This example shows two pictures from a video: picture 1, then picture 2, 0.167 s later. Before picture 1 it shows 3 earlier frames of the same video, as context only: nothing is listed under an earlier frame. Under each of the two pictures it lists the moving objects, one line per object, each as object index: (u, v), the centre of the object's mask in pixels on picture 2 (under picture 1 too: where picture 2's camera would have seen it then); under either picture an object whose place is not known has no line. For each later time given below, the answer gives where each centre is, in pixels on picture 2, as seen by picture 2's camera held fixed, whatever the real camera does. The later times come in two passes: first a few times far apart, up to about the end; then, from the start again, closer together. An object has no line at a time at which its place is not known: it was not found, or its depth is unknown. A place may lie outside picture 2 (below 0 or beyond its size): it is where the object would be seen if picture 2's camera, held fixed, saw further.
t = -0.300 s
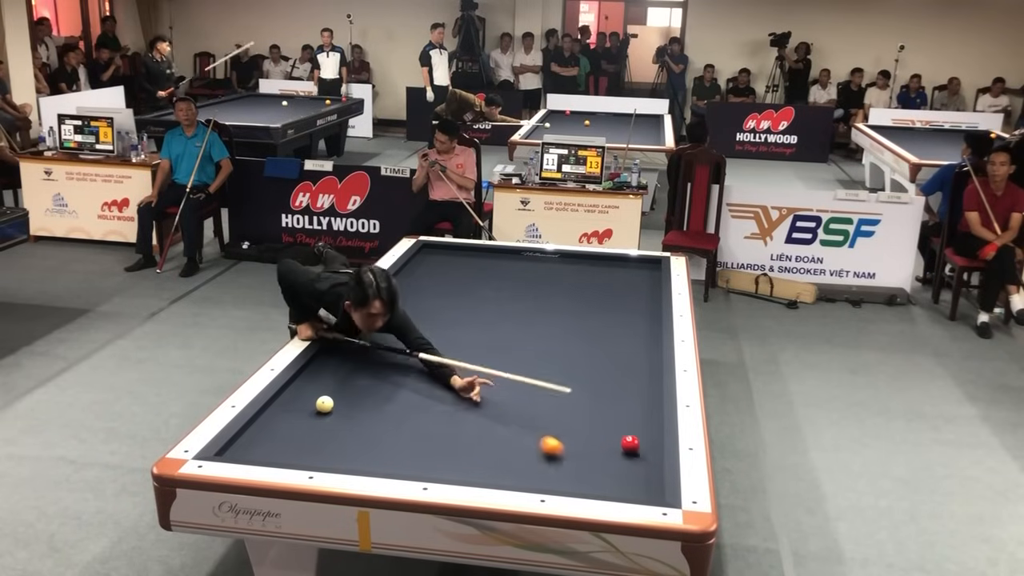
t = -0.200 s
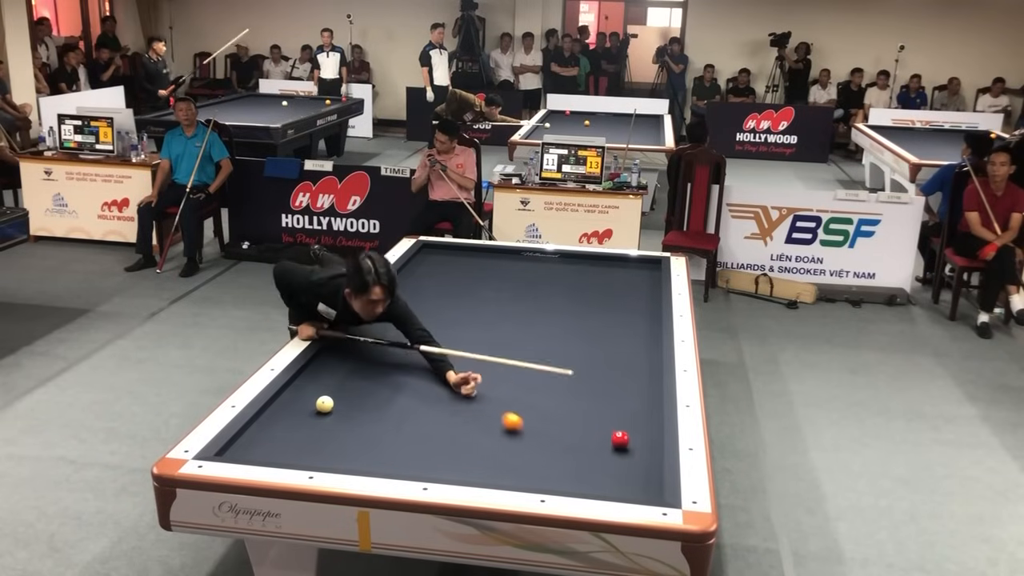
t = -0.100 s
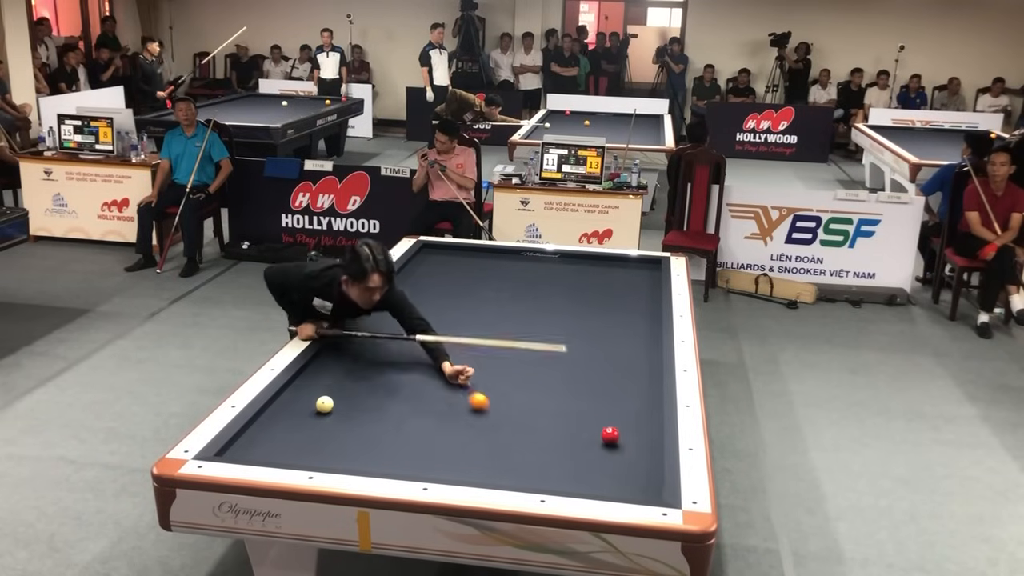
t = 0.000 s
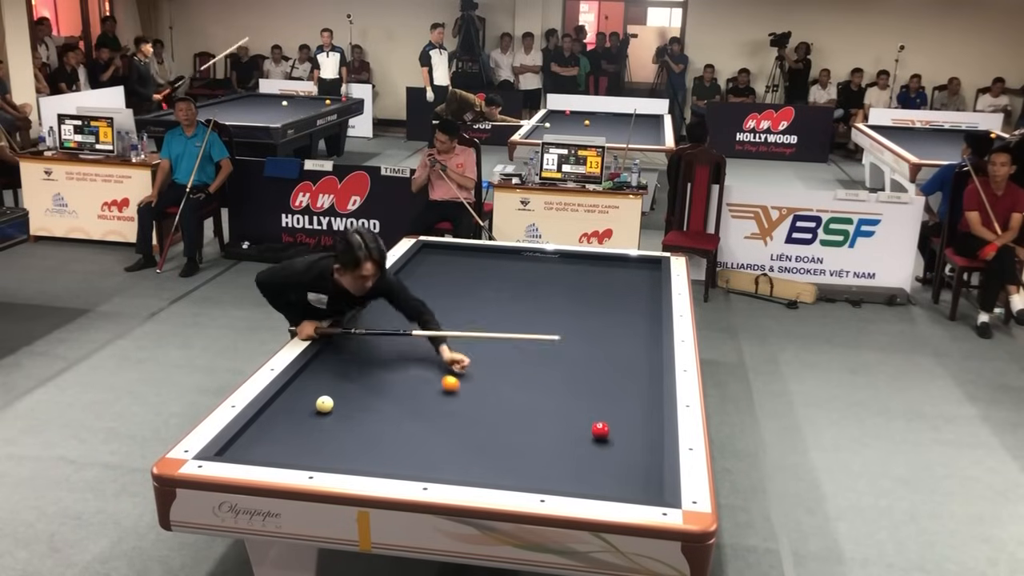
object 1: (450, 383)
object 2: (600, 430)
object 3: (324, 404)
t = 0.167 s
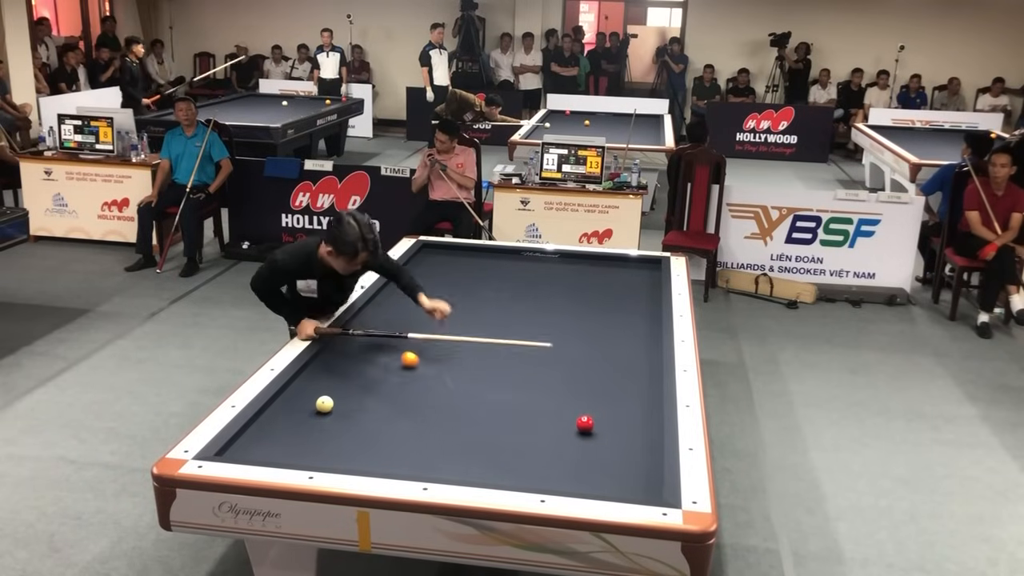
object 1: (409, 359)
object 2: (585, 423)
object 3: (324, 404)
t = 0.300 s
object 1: (380, 342)
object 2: (573, 418)
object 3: (325, 404)
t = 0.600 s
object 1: (393, 313)
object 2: (548, 407)
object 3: (324, 404)
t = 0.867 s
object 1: (450, 295)
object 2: (528, 397)
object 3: (324, 404)
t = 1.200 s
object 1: (509, 275)
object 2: (504, 387)
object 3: (324, 404)
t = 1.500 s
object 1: (554, 261)
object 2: (484, 379)
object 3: (324, 404)
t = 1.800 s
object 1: (595, 264)
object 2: (466, 370)
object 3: (324, 404)
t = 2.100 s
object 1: (638, 277)
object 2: (450, 363)
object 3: (324, 404)
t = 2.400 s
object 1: (637, 288)
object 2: (434, 356)
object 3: (324, 404)
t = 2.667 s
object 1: (613, 297)
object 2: (421, 350)
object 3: (324, 404)
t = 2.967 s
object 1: (584, 307)
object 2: (407, 344)
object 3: (324, 404)
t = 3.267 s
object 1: (554, 318)
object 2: (395, 339)
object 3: (324, 404)
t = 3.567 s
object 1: (522, 329)
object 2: (383, 334)
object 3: (324, 404)
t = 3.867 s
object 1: (489, 341)
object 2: (372, 329)
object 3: (324, 404)
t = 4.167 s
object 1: (453, 354)
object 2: (362, 324)
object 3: (324, 404)
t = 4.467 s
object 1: (415, 368)
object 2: (355, 320)
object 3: (324, 404)
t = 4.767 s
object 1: (374, 383)
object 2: (363, 319)
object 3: (324, 404)
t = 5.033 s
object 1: (337, 397)
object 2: (370, 318)
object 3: (324, 404)
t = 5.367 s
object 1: (311, 399)
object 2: (377, 317)
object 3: (300, 421)
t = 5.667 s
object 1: (290, 400)
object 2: (383, 316)
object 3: (279, 435)
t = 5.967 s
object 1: (279, 402)
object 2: (388, 315)
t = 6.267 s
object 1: (286, 403)
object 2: (392, 315)
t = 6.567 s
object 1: (293, 404)
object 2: (396, 314)
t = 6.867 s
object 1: (298, 405)
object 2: (398, 314)
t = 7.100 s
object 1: (301, 406)
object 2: (400, 314)
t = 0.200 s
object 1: (402, 355)
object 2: (582, 422)
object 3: (324, 404)
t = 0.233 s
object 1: (394, 351)
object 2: (579, 420)
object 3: (325, 404)
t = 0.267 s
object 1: (387, 346)
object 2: (576, 419)
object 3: (325, 404)
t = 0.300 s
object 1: (380, 342)
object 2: (573, 418)
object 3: (325, 404)
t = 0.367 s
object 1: (367, 337)
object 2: (567, 416)
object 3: (324, 404)
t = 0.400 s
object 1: (361, 334)
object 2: (565, 414)
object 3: (324, 404)
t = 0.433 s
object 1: (353, 323)
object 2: (562, 413)
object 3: (324, 404)
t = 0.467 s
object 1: (354, 321)
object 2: (559, 412)
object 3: (324, 404)
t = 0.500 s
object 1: (365, 319)
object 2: (556, 411)
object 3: (325, 404)
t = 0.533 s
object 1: (375, 317)
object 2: (554, 409)
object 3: (325, 404)
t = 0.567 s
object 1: (384, 315)
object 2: (551, 408)
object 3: (324, 404)
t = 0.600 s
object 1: (393, 313)
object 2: (548, 407)
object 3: (324, 404)
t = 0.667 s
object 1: (409, 308)
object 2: (543, 405)
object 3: (324, 404)
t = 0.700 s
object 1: (417, 306)
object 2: (540, 403)
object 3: (324, 404)
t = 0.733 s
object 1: (424, 304)
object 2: (538, 402)
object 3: (324, 404)
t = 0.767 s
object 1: (431, 301)
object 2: (535, 401)
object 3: (324, 404)
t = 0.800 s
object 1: (438, 299)
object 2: (533, 400)
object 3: (324, 404)
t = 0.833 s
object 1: (444, 297)
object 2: (530, 399)
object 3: (324, 404)
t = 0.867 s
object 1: (450, 295)
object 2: (528, 397)
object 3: (324, 404)
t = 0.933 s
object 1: (463, 291)
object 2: (523, 396)
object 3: (324, 404)
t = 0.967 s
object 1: (469, 289)
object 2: (520, 395)
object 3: (324, 404)
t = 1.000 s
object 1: (475, 287)
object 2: (518, 393)
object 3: (324, 404)
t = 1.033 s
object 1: (481, 285)
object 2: (515, 393)
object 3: (324, 404)
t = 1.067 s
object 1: (487, 283)
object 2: (513, 392)
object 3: (325, 404)
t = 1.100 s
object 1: (492, 281)
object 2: (511, 390)
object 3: (324, 404)
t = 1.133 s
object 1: (498, 279)
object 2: (508, 389)
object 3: (324, 404)
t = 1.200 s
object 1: (509, 275)
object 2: (504, 387)
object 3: (324, 404)
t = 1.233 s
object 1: (515, 274)
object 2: (502, 386)
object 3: (324, 404)
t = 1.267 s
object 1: (520, 272)
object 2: (499, 385)
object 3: (324, 404)
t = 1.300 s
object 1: (525, 270)
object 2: (497, 384)
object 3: (324, 404)
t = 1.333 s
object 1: (530, 269)
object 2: (495, 383)
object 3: (324, 404)
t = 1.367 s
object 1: (535, 267)
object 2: (493, 382)
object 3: (324, 404)
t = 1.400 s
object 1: (540, 266)
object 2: (491, 381)
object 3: (324, 404)
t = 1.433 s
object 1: (545, 264)
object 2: (488, 380)
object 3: (324, 404)
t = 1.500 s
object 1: (554, 261)
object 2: (484, 379)
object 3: (324, 404)
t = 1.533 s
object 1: (559, 259)
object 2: (482, 377)
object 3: (324, 404)
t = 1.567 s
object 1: (564, 257)
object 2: (480, 376)
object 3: (324, 404)
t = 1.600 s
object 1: (568, 256)
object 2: (478, 376)
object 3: (324, 404)
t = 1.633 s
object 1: (573, 255)
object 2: (476, 375)
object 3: (324, 404)
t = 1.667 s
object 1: (577, 257)
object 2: (474, 374)
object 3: (324, 404)
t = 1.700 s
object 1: (581, 259)
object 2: (472, 373)
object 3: (324, 404)
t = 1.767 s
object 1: (590, 262)
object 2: (468, 371)
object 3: (324, 404)
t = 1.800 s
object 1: (595, 264)
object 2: (466, 370)
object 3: (324, 404)
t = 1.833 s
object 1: (600, 266)
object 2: (465, 370)
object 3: (324, 404)
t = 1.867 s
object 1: (604, 267)
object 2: (463, 369)
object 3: (324, 404)
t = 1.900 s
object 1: (609, 269)
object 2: (461, 368)
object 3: (324, 404)
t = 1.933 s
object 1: (613, 270)
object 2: (459, 367)
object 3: (324, 404)
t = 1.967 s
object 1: (618, 271)
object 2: (457, 366)
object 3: (324, 404)
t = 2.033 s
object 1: (628, 274)
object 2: (453, 365)
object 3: (324, 404)
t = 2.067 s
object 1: (633, 276)
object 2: (451, 364)
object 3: (324, 404)
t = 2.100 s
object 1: (638, 277)
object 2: (450, 363)
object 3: (324, 404)
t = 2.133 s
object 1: (642, 279)
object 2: (448, 362)
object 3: (324, 404)
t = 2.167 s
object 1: (648, 280)
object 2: (446, 361)
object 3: (324, 404)
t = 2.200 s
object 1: (652, 282)
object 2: (444, 361)
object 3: (324, 404)
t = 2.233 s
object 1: (654, 283)
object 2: (443, 360)
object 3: (324, 404)
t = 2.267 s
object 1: (651, 284)
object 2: (441, 359)
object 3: (324, 404)
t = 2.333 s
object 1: (643, 286)
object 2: (437, 357)
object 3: (324, 404)
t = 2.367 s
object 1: (640, 287)
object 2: (436, 357)
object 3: (324, 404)
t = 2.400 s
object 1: (637, 288)
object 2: (434, 356)
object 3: (324, 404)
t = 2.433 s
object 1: (634, 289)
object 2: (432, 355)
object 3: (324, 404)
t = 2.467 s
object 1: (631, 290)
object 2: (431, 355)
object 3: (324, 404)
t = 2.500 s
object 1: (628, 291)
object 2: (429, 354)
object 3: (324, 404)
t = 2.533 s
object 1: (625, 292)
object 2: (428, 353)
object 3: (324, 404)
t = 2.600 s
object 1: (619, 294)
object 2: (424, 352)
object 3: (324, 404)
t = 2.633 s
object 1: (616, 296)
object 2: (423, 351)
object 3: (324, 404)
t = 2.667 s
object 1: (613, 297)
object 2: (421, 350)
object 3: (324, 404)
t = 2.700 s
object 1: (609, 298)
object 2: (419, 349)
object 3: (324, 404)
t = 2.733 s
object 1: (606, 299)
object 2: (418, 349)
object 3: (324, 404)
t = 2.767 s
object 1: (603, 300)
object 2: (416, 348)
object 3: (324, 404)
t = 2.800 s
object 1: (600, 301)
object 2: (415, 348)
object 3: (324, 404)
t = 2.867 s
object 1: (594, 303)
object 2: (411, 346)
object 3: (324, 404)
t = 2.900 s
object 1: (591, 305)
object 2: (410, 345)
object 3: (324, 404)
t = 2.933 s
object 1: (587, 306)
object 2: (409, 345)
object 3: (324, 404)
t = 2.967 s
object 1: (584, 307)
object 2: (407, 344)
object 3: (324, 404)
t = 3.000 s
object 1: (581, 308)
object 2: (406, 344)
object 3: (324, 404)
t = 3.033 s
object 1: (578, 309)
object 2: (404, 343)
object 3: (324, 404)
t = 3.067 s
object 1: (574, 310)
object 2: (403, 342)
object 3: (324, 404)
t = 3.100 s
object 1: (571, 312)
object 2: (401, 342)
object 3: (324, 404)
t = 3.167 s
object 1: (564, 314)
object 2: (399, 341)
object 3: (324, 404)
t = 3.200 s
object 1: (561, 315)
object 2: (397, 340)
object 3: (324, 404)
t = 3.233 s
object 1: (557, 316)
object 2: (396, 339)
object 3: (324, 404)
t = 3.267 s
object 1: (554, 318)
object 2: (395, 339)
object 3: (324, 404)
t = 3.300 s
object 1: (551, 319)
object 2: (393, 338)
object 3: (324, 404)
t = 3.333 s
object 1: (547, 320)
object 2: (392, 338)
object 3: (324, 404)
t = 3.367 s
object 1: (544, 321)
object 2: (391, 337)
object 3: (324, 404)
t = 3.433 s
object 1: (537, 324)
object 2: (388, 336)
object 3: (324, 404)
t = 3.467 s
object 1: (533, 325)
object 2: (387, 335)
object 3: (324, 404)
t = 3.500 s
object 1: (530, 326)
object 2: (385, 335)
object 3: (324, 404)
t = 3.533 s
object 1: (526, 328)
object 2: (384, 334)
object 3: (324, 404)
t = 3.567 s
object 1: (522, 329)
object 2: (383, 334)
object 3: (324, 404)
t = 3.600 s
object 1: (519, 330)
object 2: (381, 333)
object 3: (324, 404)
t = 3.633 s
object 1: (515, 332)
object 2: (380, 333)
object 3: (324, 404)
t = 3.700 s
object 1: (508, 334)
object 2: (378, 332)
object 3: (324, 404)
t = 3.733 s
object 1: (504, 336)
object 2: (377, 331)
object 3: (324, 404)
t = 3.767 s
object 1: (500, 337)
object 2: (375, 331)
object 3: (324, 404)
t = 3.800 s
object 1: (497, 338)
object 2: (374, 330)
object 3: (324, 404)
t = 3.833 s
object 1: (492, 340)
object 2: (373, 329)
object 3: (324, 404)
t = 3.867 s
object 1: (489, 341)
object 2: (372, 329)
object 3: (324, 404)
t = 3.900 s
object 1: (485, 342)
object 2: (371, 328)
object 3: (324, 404)
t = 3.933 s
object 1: (481, 344)
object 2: (370, 328)
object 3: (324, 404)
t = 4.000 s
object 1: (473, 347)
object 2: (368, 327)
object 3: (324, 404)
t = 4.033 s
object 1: (469, 348)
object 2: (366, 326)
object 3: (324, 404)
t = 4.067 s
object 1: (465, 350)
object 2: (365, 326)
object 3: (324, 404)
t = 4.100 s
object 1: (461, 351)
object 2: (364, 325)
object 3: (324, 404)
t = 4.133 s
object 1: (457, 353)
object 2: (363, 325)
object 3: (324, 404)
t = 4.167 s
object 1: (453, 354)
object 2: (362, 324)
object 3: (324, 404)
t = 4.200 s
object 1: (449, 356)
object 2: (361, 324)
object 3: (324, 404)
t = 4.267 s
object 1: (441, 359)
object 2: (359, 323)
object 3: (324, 404)
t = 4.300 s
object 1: (436, 360)
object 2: (358, 323)
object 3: (324, 404)
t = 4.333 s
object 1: (432, 362)
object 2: (357, 322)
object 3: (324, 404)
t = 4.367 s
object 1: (428, 364)
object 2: (356, 321)
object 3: (324, 404)
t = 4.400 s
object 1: (424, 365)
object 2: (355, 321)
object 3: (324, 404)
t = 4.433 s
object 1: (419, 367)
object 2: (354, 321)
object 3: (324, 404)
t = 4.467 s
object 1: (415, 368)
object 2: (355, 320)
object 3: (324, 404)
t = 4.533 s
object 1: (406, 372)
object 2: (357, 320)
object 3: (324, 404)
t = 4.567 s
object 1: (401, 373)
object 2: (358, 320)
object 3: (324, 404)
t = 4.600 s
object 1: (397, 375)
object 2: (359, 320)
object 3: (324, 404)
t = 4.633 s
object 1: (393, 376)
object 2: (360, 320)
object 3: (324, 404)
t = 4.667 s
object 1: (388, 378)
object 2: (360, 320)
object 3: (324, 404)
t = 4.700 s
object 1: (383, 380)
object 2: (361, 319)
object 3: (324, 404)
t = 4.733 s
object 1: (379, 381)
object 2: (362, 319)
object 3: (324, 404)
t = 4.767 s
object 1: (374, 383)
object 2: (363, 319)
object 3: (324, 404)
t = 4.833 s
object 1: (365, 387)
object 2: (365, 319)
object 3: (324, 404)
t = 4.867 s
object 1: (360, 388)
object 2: (366, 319)
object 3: (324, 404)
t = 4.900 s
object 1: (355, 390)
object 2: (366, 318)
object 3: (324, 404)
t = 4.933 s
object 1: (350, 392)
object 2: (367, 318)
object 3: (324, 404)
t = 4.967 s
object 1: (345, 394)
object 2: (368, 318)
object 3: (324, 404)
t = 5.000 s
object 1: (341, 396)
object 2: (369, 318)
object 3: (324, 404)
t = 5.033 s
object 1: (337, 397)
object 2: (370, 318)
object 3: (324, 404)
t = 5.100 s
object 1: (331, 397)
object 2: (371, 318)
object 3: (319, 408)
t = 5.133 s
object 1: (328, 397)
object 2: (372, 318)
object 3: (316, 410)
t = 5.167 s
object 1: (326, 398)
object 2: (373, 317)
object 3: (313, 411)
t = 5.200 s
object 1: (323, 398)
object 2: (374, 317)
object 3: (311, 413)
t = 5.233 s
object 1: (321, 398)
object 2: (374, 317)
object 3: (309, 415)
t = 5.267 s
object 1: (318, 399)
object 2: (375, 317)
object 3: (307, 416)
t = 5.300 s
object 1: (316, 398)
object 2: (376, 317)
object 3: (304, 418)
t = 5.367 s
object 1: (311, 399)
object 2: (377, 317)
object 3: (300, 421)
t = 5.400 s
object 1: (309, 399)
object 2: (378, 317)
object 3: (298, 422)
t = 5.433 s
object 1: (307, 399)
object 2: (378, 317)
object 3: (295, 424)
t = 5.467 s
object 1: (304, 399)
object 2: (379, 317)
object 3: (293, 425)
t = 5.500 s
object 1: (302, 399)
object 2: (379, 316)
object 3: (291, 427)
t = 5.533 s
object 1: (299, 399)
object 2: (380, 316)
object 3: (289, 428)
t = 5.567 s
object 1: (297, 400)
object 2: (381, 316)
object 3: (286, 430)
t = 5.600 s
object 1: (294, 400)
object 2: (381, 316)
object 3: (284, 432)
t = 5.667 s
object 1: (290, 400)
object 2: (383, 316)
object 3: (279, 435)
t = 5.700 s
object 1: (288, 401)
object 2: (383, 316)
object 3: (277, 437)
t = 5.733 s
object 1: (285, 400)
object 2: (384, 316)
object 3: (274, 438)
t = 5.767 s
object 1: (283, 401)
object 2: (384, 316)
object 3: (272, 440)
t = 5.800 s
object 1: (281, 401)
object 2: (385, 316)
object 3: (270, 442)
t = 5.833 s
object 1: (279, 401)
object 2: (386, 316)
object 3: (268, 443)
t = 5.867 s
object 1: (277, 401)
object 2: (386, 316)
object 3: (265, 445)
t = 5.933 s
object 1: (278, 401)
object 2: (387, 315)
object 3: (260, 448)
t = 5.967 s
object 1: (279, 402)
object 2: (388, 315)
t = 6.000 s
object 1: (280, 402)
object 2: (388, 315)
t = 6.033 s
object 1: (281, 402)
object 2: (389, 315)
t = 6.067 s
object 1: (281, 402)
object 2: (389, 315)
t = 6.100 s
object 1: (282, 402)
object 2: (390, 315)
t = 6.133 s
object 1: (283, 402)
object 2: (390, 315)
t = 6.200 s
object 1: (285, 403)
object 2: (391, 315)
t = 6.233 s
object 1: (285, 403)
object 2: (392, 315)
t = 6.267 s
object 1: (286, 403)
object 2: (392, 315)
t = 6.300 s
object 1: (287, 403)
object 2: (392, 315)
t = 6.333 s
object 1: (288, 403)
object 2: (393, 315)
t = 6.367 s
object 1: (288, 403)
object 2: (393, 315)
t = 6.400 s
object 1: (289, 403)
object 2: (394, 315)
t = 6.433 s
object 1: (290, 403)
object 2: (394, 314)
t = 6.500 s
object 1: (291, 404)
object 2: (395, 314)
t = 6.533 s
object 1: (292, 404)
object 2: (395, 314)
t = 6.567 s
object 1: (293, 404)
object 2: (396, 314)
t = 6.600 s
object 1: (293, 404)
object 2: (396, 314)
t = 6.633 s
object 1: (294, 404)
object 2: (396, 314)
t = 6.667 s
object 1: (294, 404)
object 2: (396, 314)
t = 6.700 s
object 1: (295, 405)
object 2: (397, 314)
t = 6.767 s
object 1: (296, 405)
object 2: (397, 314)
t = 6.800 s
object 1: (297, 405)
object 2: (398, 314)
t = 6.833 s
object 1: (297, 405)
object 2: (398, 314)
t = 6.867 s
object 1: (298, 405)
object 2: (398, 314)
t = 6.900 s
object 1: (298, 405)
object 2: (399, 314)
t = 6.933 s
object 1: (299, 406)
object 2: (399, 314)
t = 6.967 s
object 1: (299, 405)
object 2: (399, 314)
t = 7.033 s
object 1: (300, 406)
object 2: (399, 314)
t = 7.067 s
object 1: (301, 406)
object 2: (400, 314)
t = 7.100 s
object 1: (301, 406)
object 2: (400, 314)
